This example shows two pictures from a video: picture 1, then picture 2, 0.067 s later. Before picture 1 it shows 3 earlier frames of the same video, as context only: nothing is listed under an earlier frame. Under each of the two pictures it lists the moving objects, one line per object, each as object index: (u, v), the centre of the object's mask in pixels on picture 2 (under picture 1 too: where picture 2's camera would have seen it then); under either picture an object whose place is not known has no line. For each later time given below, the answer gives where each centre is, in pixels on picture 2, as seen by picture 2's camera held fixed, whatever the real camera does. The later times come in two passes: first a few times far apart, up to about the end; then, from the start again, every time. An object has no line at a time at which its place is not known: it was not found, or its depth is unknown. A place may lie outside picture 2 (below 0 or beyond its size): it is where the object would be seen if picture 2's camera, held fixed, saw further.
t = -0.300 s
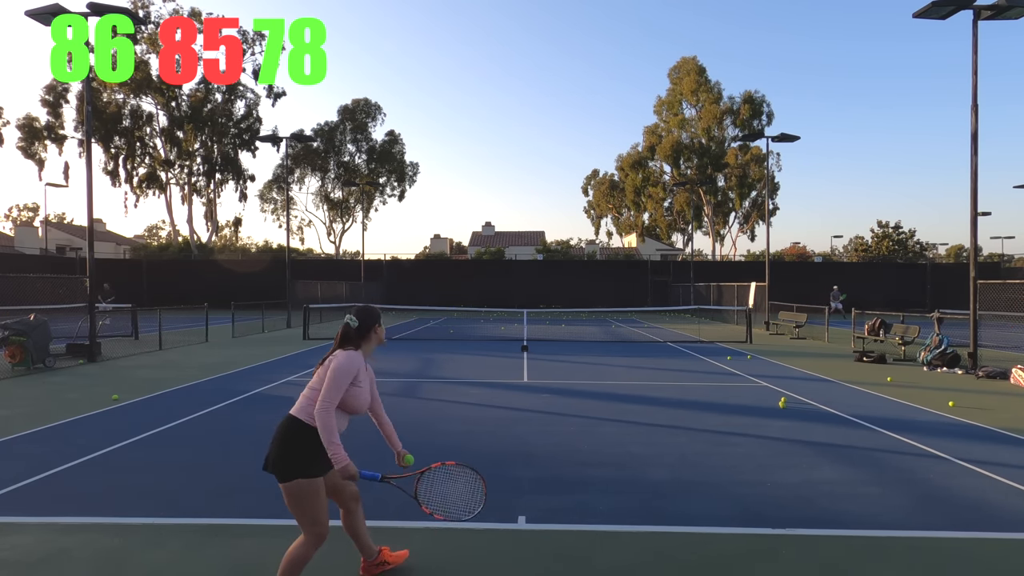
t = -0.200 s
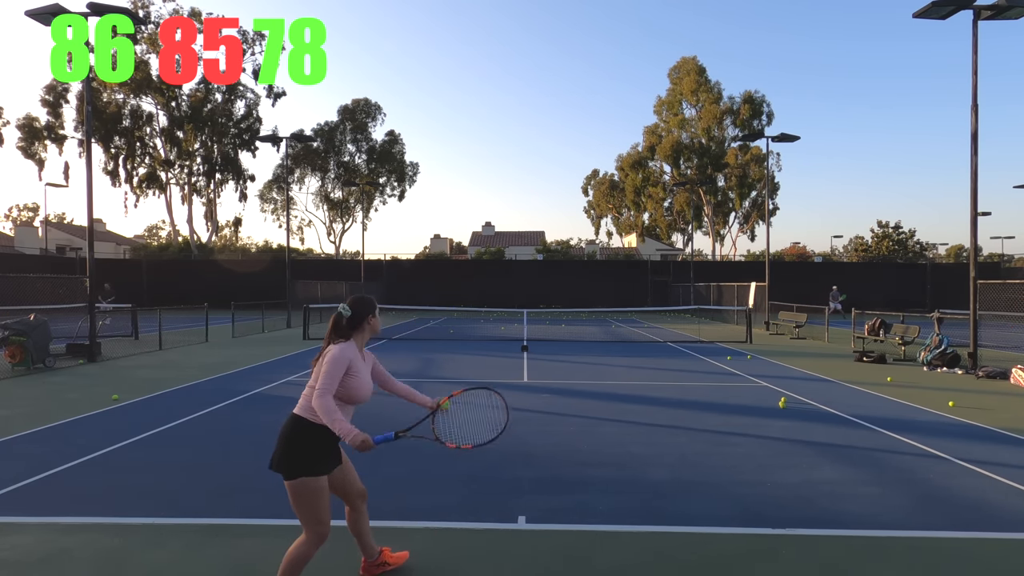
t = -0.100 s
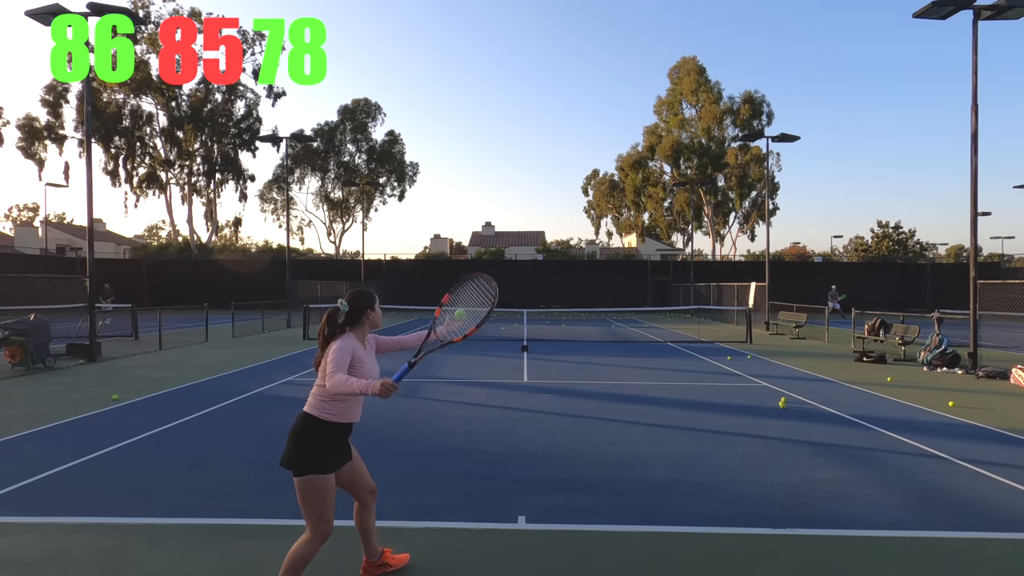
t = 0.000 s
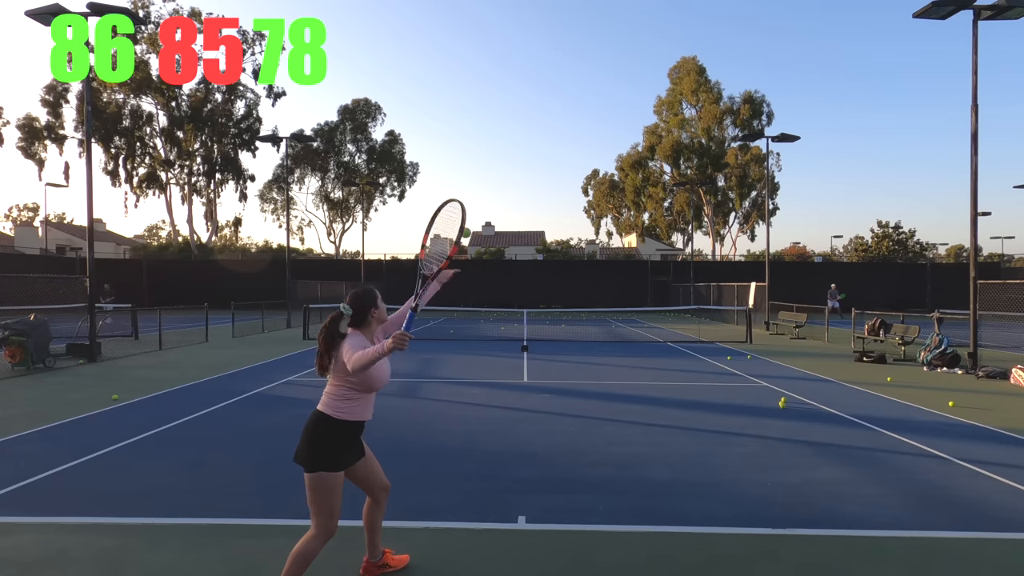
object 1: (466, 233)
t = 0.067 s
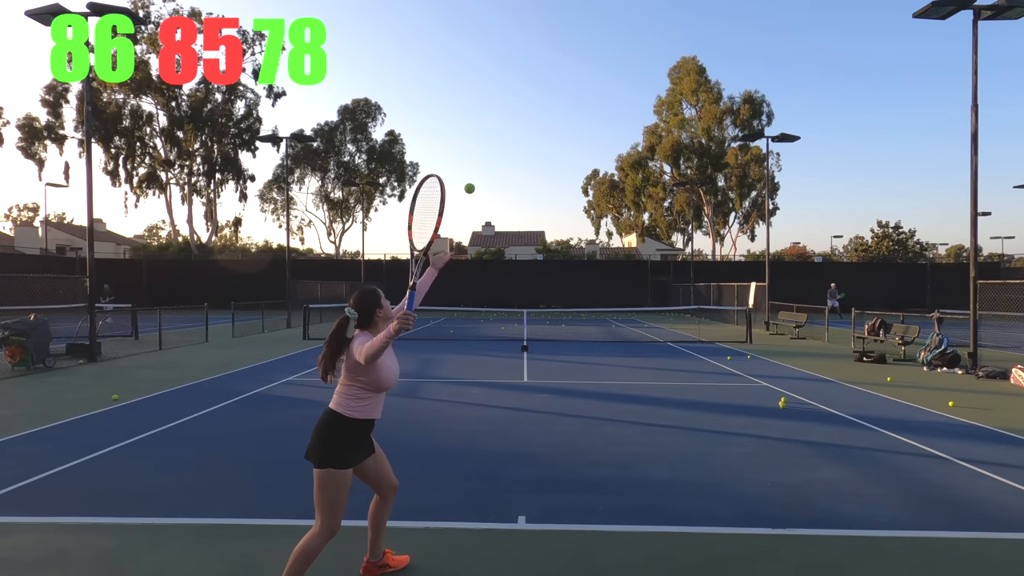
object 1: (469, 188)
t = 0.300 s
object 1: (483, 93)
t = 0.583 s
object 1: (499, 92)
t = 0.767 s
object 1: (509, 152)
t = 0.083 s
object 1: (470, 178)
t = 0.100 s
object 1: (471, 169)
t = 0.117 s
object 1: (472, 160)
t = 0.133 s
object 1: (473, 152)
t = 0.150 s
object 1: (474, 144)
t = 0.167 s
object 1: (475, 136)
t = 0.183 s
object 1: (476, 129)
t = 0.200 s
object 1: (477, 123)
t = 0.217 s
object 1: (478, 117)
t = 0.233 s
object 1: (479, 111)
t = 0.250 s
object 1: (480, 106)
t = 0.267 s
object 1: (481, 101)
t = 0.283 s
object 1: (482, 97)
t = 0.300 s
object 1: (483, 93)
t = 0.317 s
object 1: (484, 90)
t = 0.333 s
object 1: (485, 87)
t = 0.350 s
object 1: (486, 84)
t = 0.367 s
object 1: (487, 82)
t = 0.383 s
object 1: (488, 80)
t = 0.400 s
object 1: (489, 79)
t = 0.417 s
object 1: (490, 78)
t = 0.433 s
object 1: (490, 78)
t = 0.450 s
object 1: (491, 78)
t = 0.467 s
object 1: (492, 78)
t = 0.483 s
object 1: (493, 79)
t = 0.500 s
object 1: (494, 80)
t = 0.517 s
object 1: (495, 82)
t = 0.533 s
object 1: (496, 84)
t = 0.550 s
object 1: (497, 86)
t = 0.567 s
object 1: (498, 89)
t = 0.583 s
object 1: (499, 92)
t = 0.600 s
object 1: (500, 96)
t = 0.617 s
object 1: (501, 100)
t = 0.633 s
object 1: (502, 104)
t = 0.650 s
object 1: (503, 109)
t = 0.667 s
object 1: (504, 114)
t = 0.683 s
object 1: (505, 119)
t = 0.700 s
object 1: (505, 125)
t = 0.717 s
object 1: (506, 132)
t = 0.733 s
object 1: (507, 138)
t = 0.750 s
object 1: (508, 145)
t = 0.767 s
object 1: (509, 152)
